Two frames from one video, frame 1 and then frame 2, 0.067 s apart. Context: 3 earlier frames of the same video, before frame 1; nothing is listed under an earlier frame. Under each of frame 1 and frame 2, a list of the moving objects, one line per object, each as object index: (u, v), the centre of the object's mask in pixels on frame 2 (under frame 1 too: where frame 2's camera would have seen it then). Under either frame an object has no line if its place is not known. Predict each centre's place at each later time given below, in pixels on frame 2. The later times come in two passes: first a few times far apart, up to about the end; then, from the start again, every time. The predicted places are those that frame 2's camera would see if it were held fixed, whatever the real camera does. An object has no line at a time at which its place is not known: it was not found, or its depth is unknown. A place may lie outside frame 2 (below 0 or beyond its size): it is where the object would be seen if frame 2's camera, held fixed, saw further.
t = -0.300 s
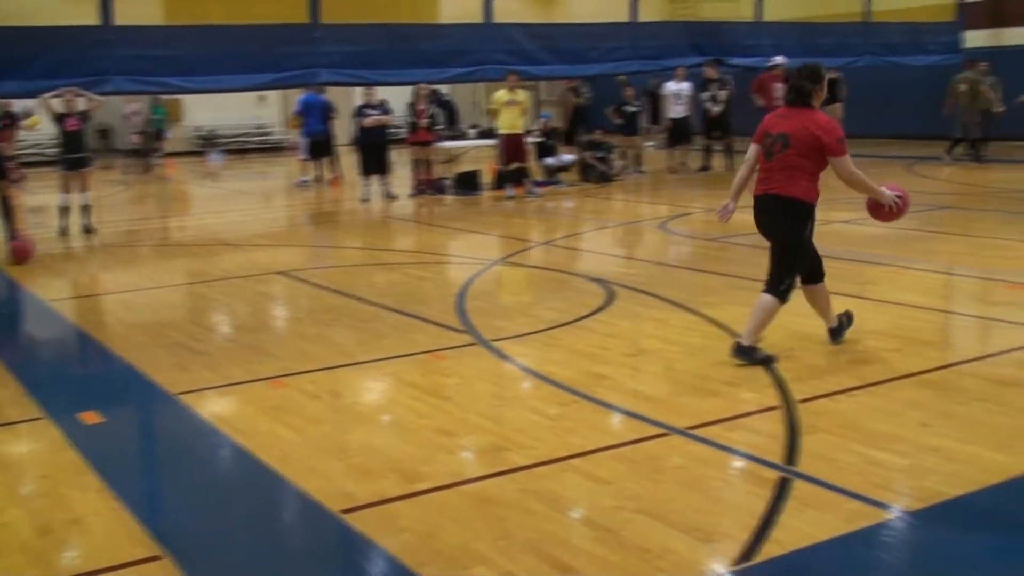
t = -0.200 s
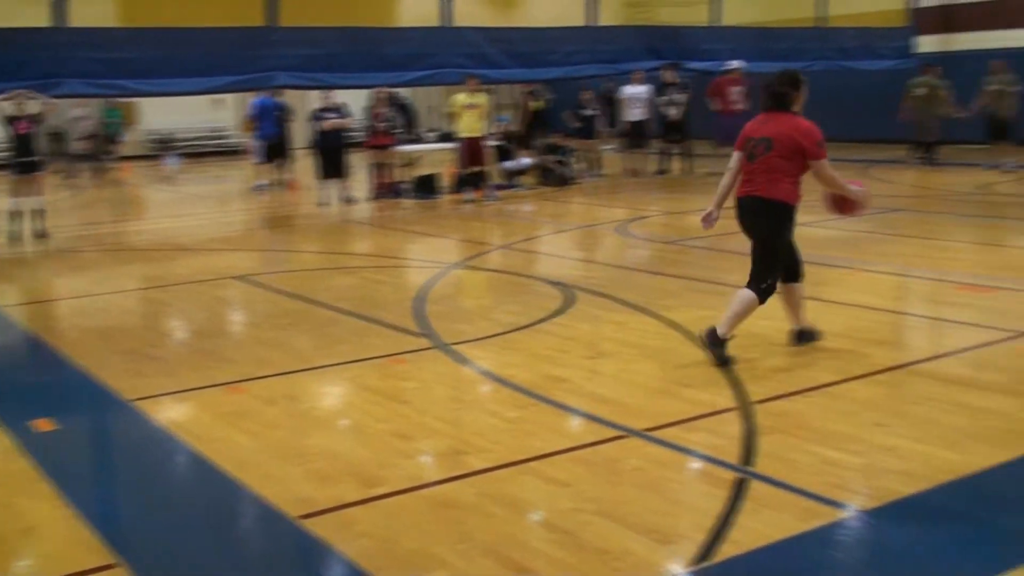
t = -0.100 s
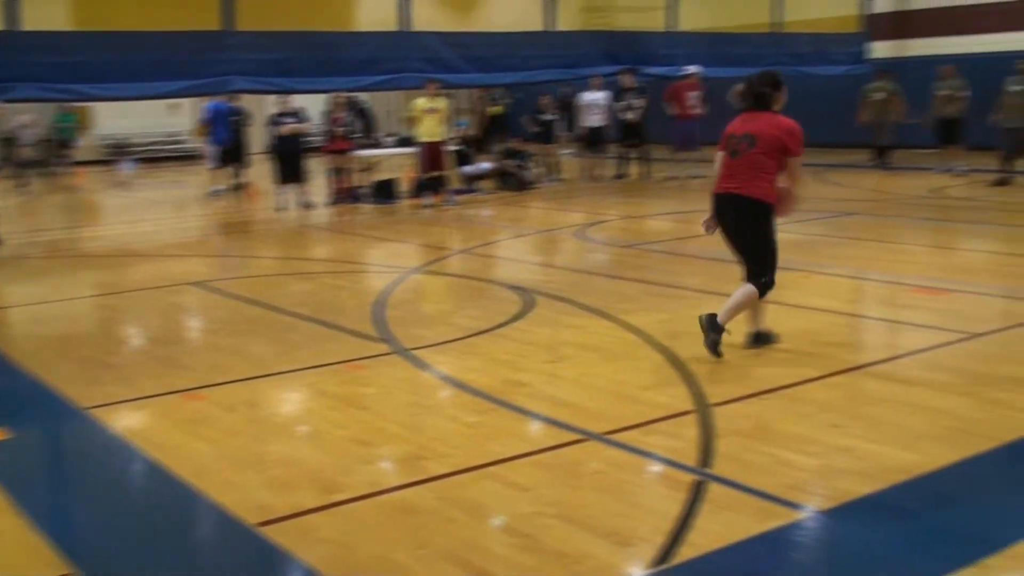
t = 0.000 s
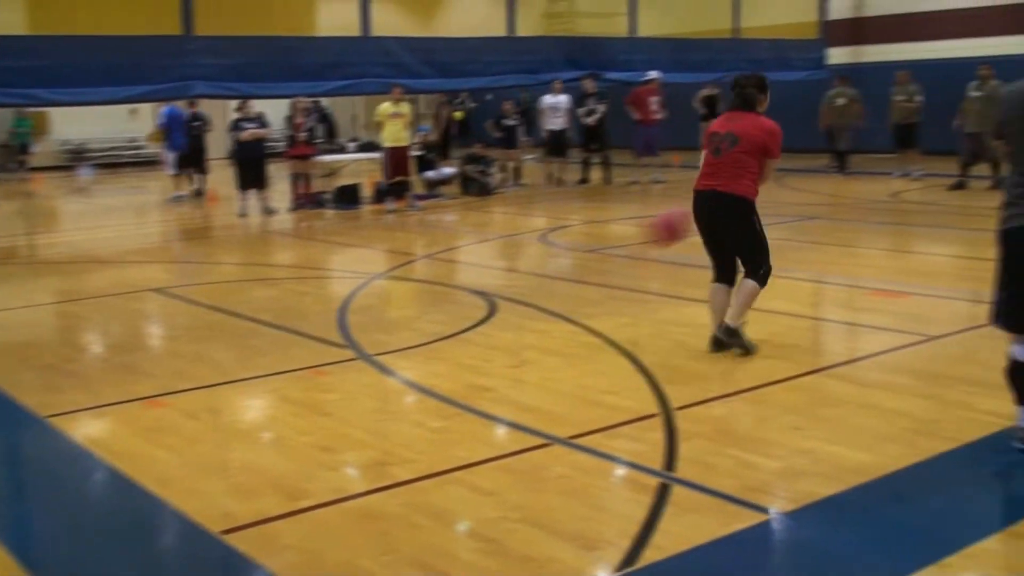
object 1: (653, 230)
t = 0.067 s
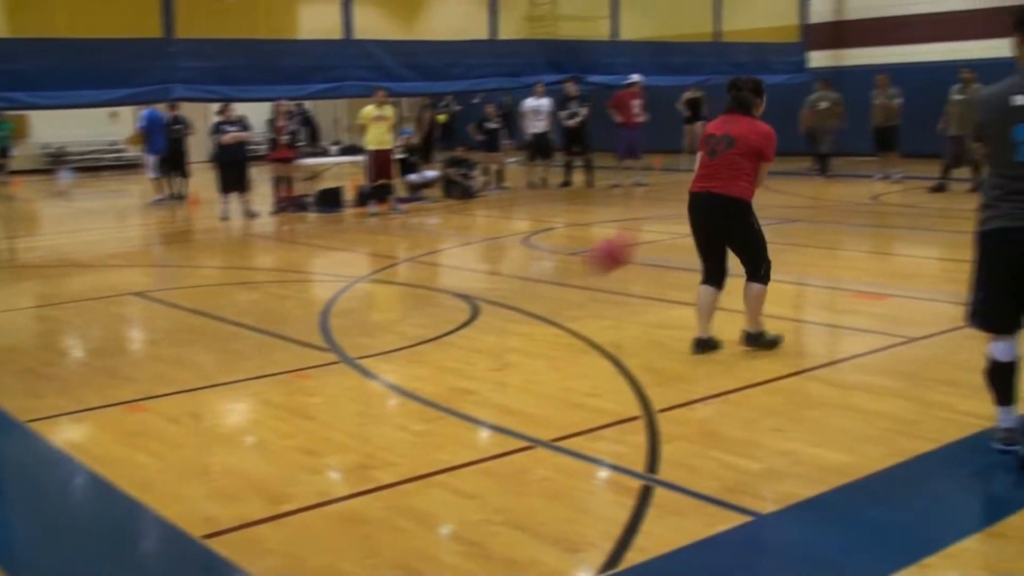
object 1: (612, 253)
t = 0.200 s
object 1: (535, 318)
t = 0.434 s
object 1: (449, 234)
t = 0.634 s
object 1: (383, 223)
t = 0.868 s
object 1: (308, 279)
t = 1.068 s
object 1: (246, 278)
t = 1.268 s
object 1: (188, 255)
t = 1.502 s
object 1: (125, 294)
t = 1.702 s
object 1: (79, 274)
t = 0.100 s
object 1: (591, 269)
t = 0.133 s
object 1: (572, 284)
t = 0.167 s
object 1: (552, 302)
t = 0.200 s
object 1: (535, 318)
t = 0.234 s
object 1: (522, 308)
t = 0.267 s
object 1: (510, 292)
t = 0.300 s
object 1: (498, 277)
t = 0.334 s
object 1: (486, 263)
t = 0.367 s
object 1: (474, 252)
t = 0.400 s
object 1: (462, 242)
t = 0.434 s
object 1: (449, 234)
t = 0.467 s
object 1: (437, 229)
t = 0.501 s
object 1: (426, 225)
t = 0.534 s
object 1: (414, 223)
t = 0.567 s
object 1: (405, 221)
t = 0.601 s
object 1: (394, 221)
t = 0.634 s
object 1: (383, 223)
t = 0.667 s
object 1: (372, 226)
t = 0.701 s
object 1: (361, 230)
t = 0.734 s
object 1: (349, 237)
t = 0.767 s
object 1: (338, 245)
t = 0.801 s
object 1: (328, 254)
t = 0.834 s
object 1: (318, 266)
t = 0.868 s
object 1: (308, 279)
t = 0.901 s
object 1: (299, 293)
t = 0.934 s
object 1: (290, 309)
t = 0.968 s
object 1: (280, 310)
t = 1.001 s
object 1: (268, 297)
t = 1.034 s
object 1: (257, 286)
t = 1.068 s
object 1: (246, 278)
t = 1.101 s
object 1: (235, 270)
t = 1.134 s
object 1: (225, 264)
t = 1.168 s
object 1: (216, 260)
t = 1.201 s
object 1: (207, 257)
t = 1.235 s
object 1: (197, 256)
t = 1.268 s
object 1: (188, 255)
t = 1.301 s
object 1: (179, 255)
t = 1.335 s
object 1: (169, 257)
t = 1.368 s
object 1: (160, 262)
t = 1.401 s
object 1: (151, 267)
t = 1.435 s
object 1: (141, 275)
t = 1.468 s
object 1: (133, 284)
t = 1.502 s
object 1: (125, 294)
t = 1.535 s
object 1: (117, 306)
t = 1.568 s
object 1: (109, 304)
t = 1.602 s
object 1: (99, 294)
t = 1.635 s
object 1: (91, 285)
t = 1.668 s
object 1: (83, 278)
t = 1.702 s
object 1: (79, 274)
